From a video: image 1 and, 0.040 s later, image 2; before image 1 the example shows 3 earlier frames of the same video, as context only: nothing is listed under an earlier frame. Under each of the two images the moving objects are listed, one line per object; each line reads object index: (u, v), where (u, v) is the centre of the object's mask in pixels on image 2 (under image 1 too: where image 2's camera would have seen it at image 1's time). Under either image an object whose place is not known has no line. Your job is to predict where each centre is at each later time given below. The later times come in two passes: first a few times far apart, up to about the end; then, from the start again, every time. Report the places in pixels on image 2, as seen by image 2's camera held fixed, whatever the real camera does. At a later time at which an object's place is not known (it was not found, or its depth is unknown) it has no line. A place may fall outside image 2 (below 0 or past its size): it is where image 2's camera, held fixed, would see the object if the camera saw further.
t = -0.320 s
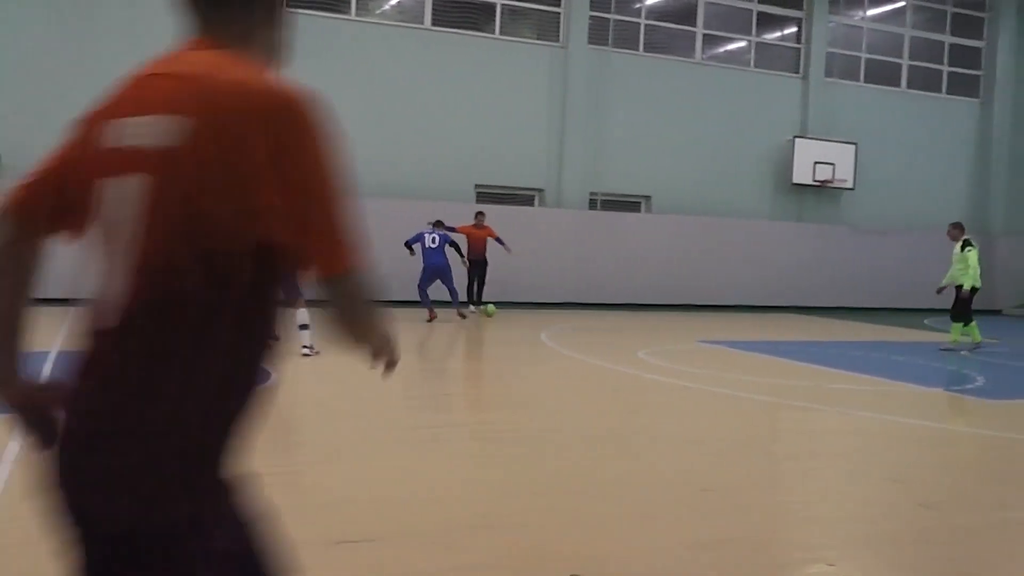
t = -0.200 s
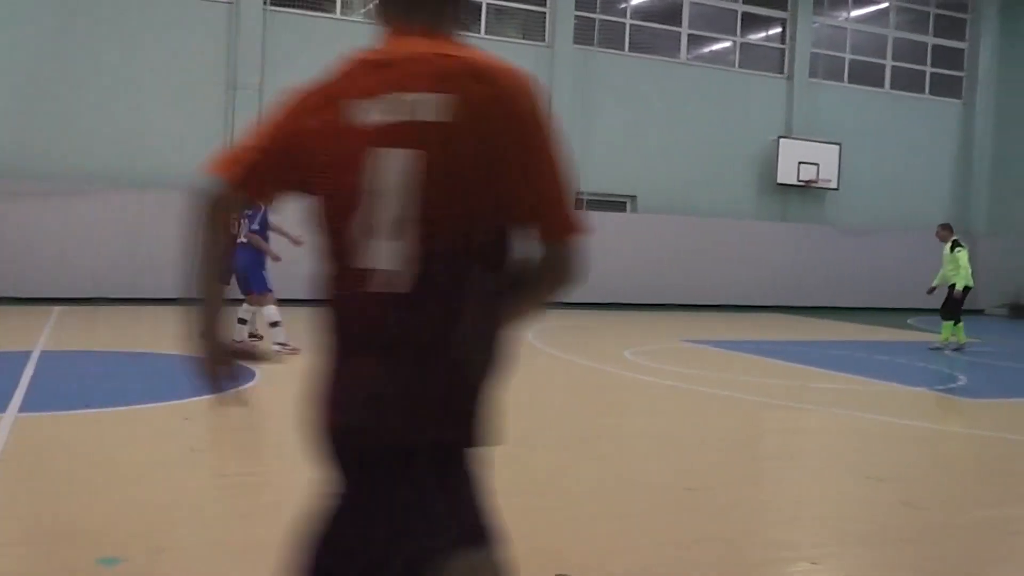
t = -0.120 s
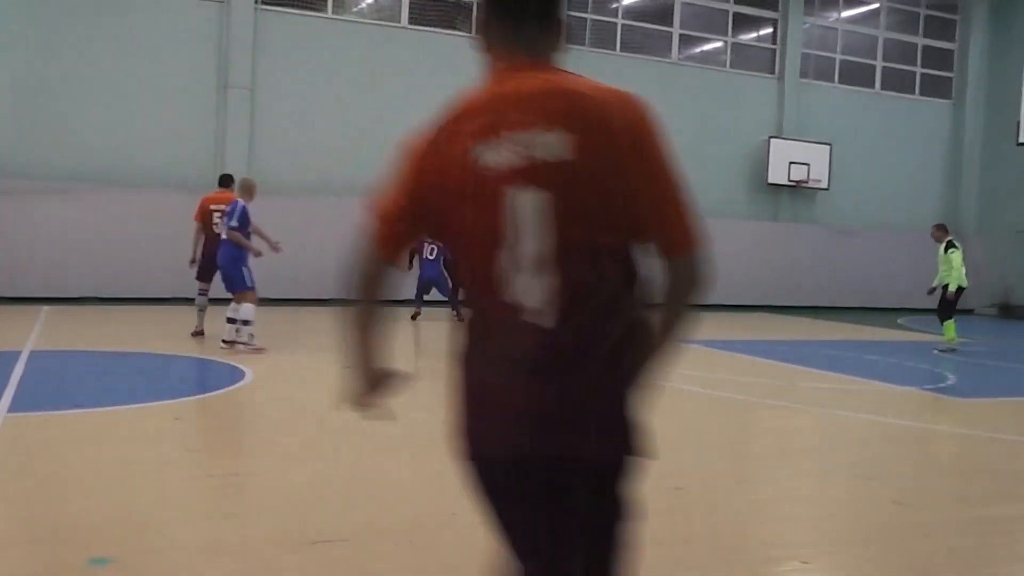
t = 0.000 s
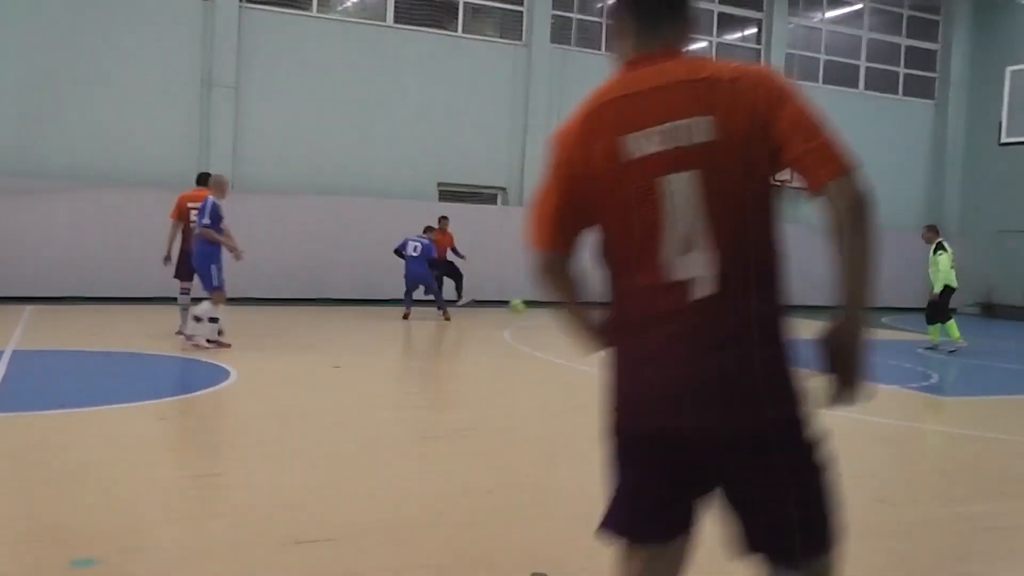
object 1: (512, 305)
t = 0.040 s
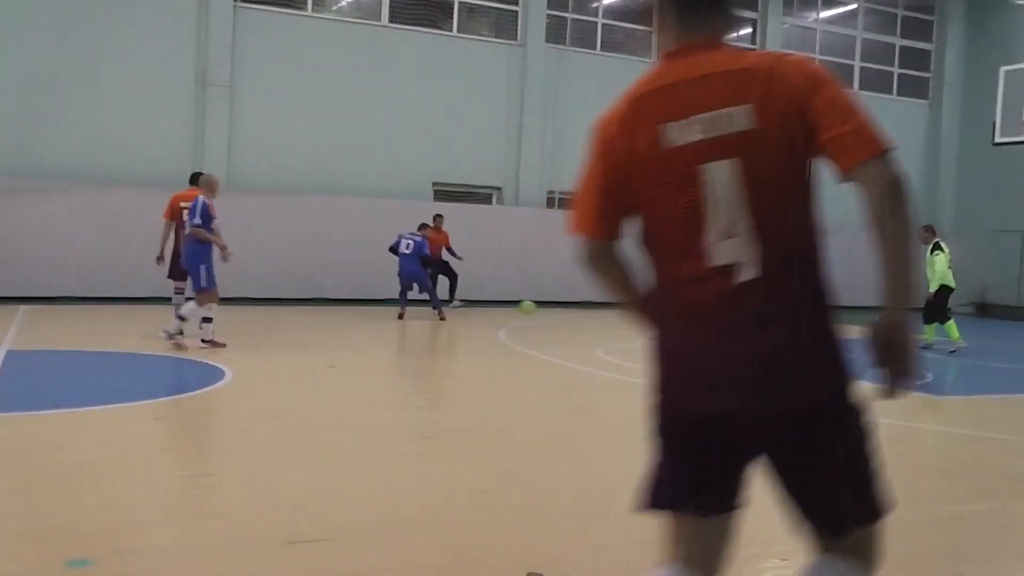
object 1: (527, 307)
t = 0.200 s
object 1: (601, 332)
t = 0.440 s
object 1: (734, 368)
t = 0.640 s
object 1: (864, 399)
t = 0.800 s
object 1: (997, 430)
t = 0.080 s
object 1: (543, 310)
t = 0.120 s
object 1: (561, 316)
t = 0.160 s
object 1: (581, 323)
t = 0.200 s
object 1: (601, 332)
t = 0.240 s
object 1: (623, 345)
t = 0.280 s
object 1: (643, 347)
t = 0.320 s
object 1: (663, 349)
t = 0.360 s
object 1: (685, 353)
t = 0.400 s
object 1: (708, 358)
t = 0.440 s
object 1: (734, 368)
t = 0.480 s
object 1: (758, 377)
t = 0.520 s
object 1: (782, 379)
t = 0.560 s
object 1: (807, 382)
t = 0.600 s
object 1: (834, 388)
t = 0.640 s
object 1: (864, 399)
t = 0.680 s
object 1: (895, 411)
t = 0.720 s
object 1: (926, 416)
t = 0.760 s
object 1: (960, 422)
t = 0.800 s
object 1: (997, 430)
